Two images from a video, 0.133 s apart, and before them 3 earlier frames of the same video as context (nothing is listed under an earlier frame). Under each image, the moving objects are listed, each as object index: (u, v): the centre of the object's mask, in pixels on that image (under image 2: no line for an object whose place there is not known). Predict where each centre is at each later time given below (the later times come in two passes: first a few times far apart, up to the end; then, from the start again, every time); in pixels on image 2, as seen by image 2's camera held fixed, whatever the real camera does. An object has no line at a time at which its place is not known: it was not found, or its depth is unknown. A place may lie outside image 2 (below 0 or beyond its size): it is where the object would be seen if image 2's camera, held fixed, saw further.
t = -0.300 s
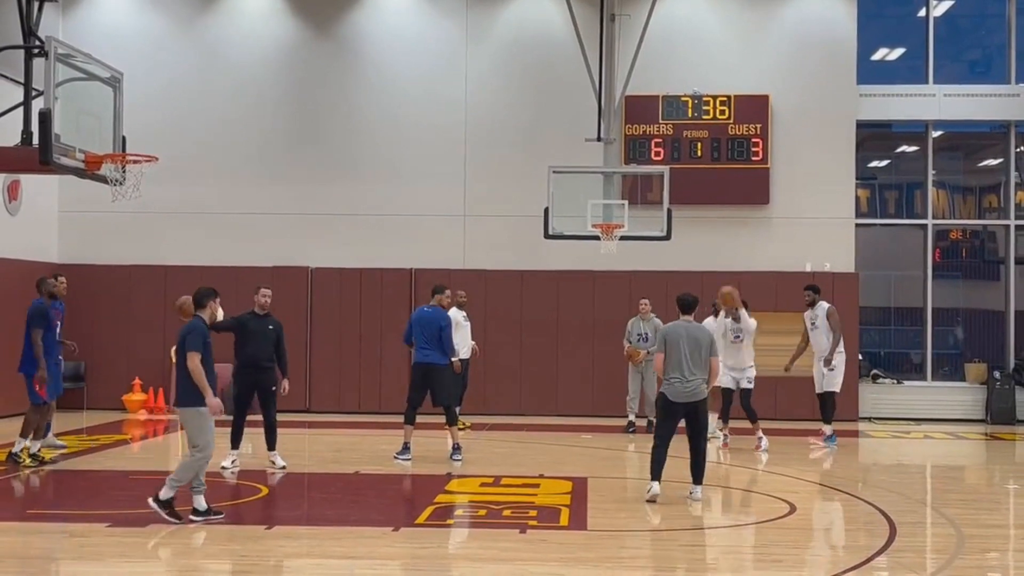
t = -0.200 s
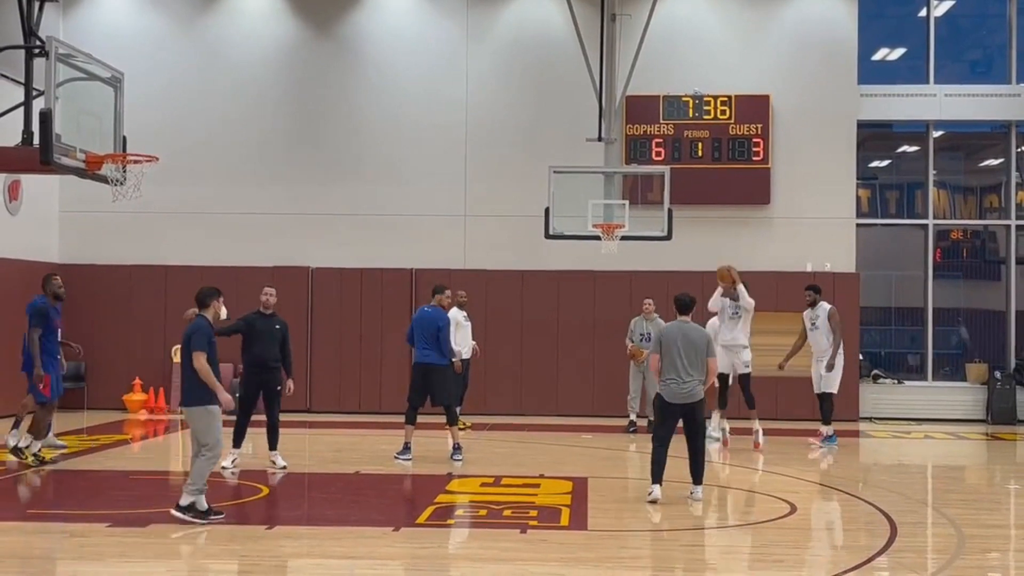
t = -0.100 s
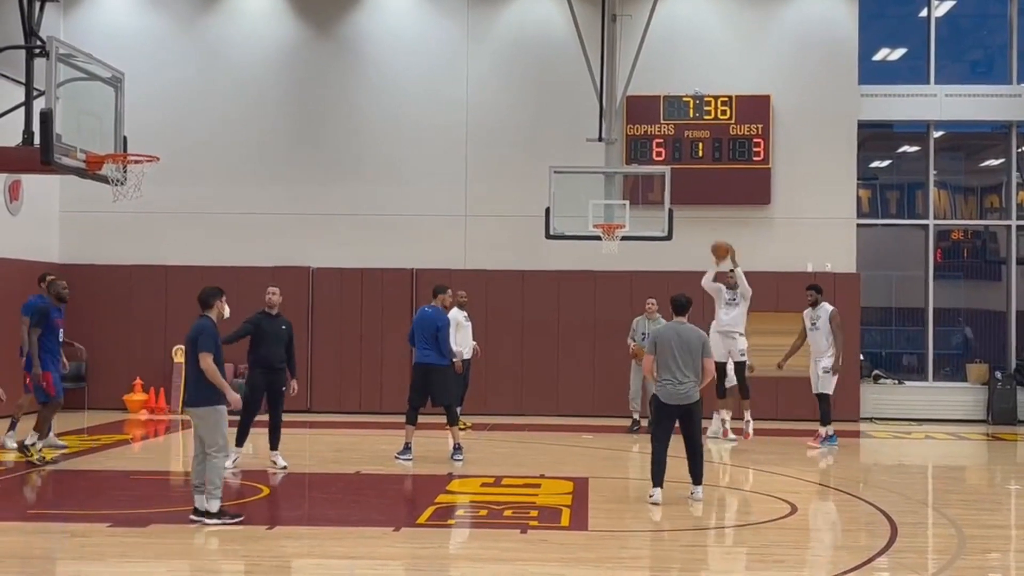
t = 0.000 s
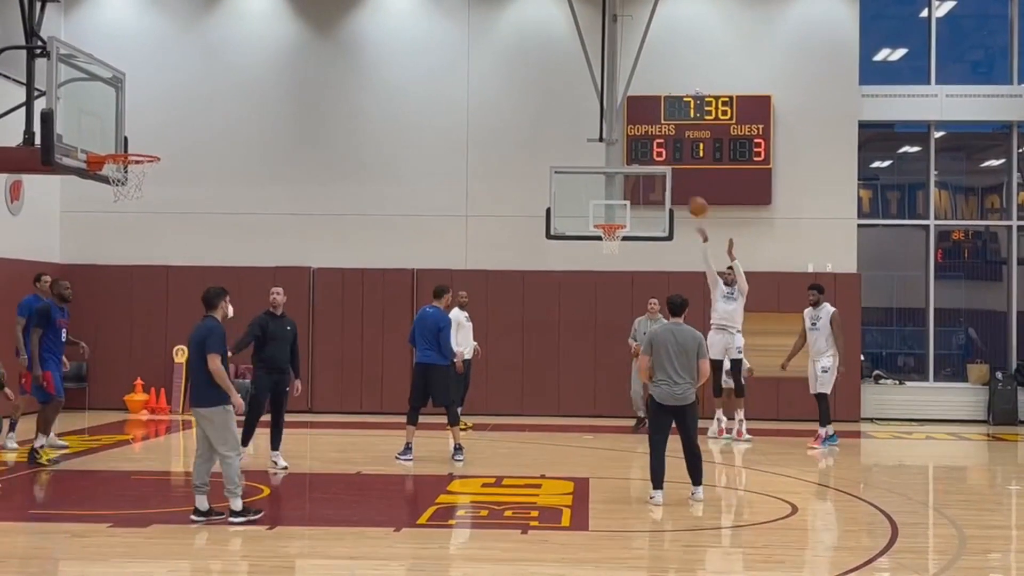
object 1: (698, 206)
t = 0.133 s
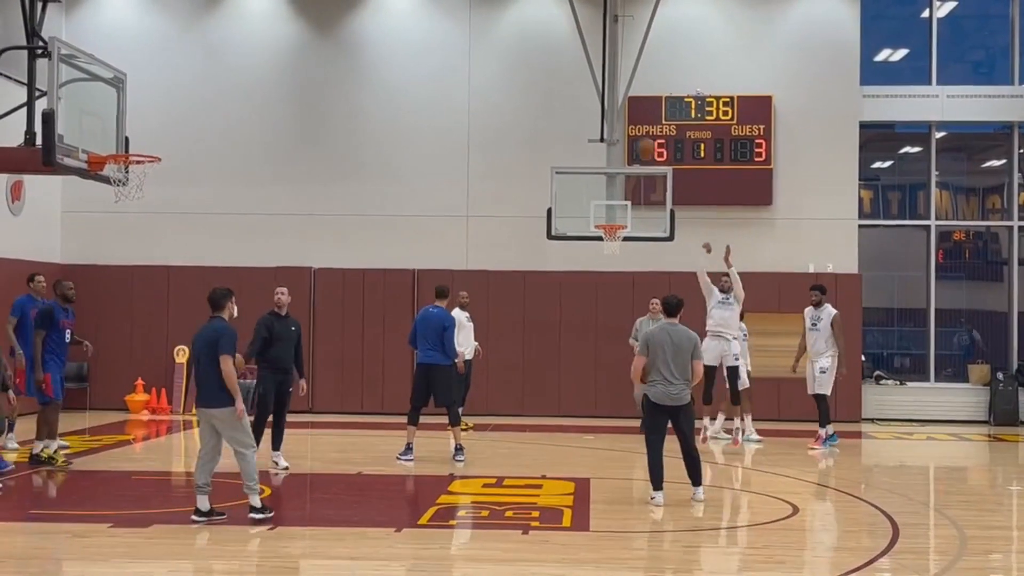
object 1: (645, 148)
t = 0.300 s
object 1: (577, 90)
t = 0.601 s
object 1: (441, 35)
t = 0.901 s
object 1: (283, 55)
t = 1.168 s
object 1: (119, 148)
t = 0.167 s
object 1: (633, 135)
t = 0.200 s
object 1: (620, 124)
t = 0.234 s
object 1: (605, 112)
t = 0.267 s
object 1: (591, 101)
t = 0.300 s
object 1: (577, 90)
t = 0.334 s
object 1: (563, 81)
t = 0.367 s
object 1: (549, 72)
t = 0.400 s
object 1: (534, 64)
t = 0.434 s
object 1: (519, 57)
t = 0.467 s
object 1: (504, 51)
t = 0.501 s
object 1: (488, 46)
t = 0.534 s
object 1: (473, 41)
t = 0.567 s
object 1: (457, 38)
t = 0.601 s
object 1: (441, 35)
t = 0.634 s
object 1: (425, 33)
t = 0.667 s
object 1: (408, 33)
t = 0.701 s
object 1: (391, 33)
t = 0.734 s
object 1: (374, 34)
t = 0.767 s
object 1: (356, 36)
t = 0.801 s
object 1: (339, 40)
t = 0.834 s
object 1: (321, 44)
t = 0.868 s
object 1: (302, 49)
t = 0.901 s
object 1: (283, 55)
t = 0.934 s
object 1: (264, 64)
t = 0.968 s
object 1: (244, 72)
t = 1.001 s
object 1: (225, 83)
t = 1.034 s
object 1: (204, 94)
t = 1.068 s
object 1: (184, 107)
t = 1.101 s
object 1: (163, 121)
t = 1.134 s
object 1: (142, 136)
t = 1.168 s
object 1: (119, 148)
